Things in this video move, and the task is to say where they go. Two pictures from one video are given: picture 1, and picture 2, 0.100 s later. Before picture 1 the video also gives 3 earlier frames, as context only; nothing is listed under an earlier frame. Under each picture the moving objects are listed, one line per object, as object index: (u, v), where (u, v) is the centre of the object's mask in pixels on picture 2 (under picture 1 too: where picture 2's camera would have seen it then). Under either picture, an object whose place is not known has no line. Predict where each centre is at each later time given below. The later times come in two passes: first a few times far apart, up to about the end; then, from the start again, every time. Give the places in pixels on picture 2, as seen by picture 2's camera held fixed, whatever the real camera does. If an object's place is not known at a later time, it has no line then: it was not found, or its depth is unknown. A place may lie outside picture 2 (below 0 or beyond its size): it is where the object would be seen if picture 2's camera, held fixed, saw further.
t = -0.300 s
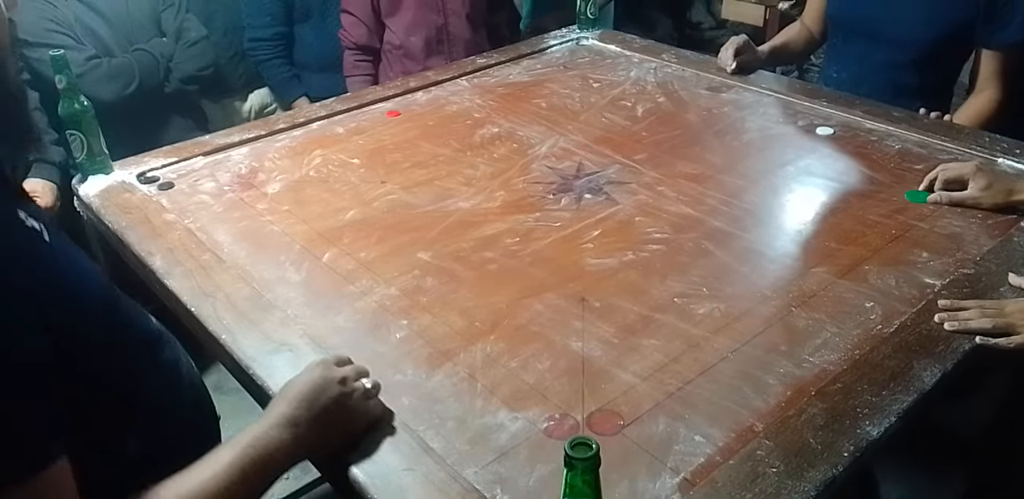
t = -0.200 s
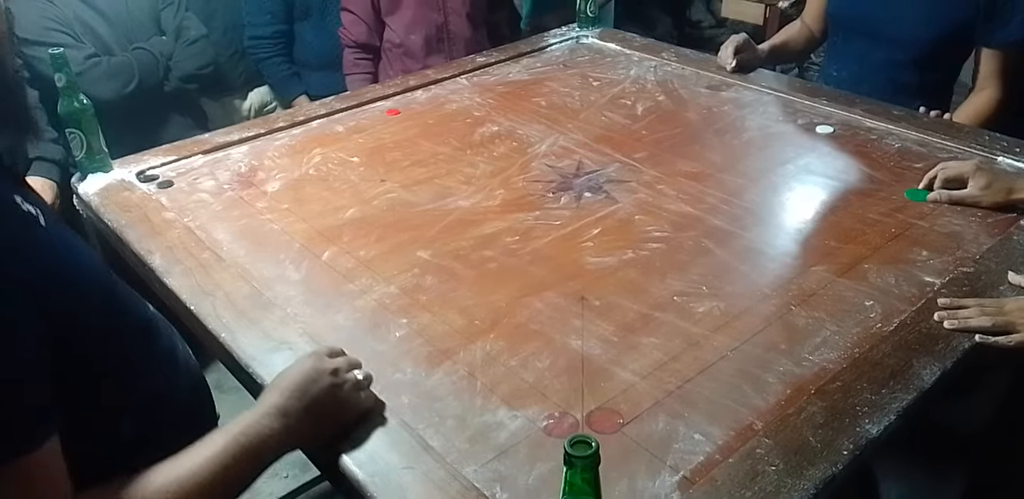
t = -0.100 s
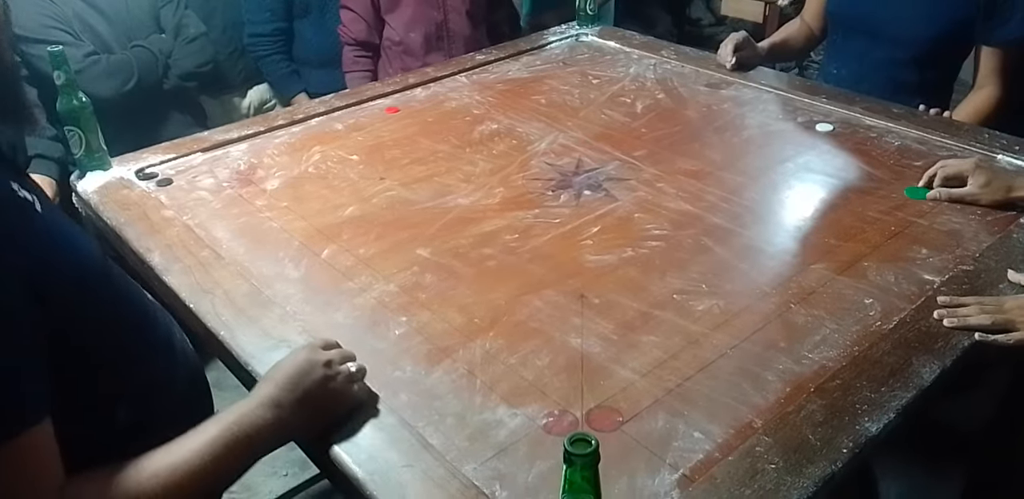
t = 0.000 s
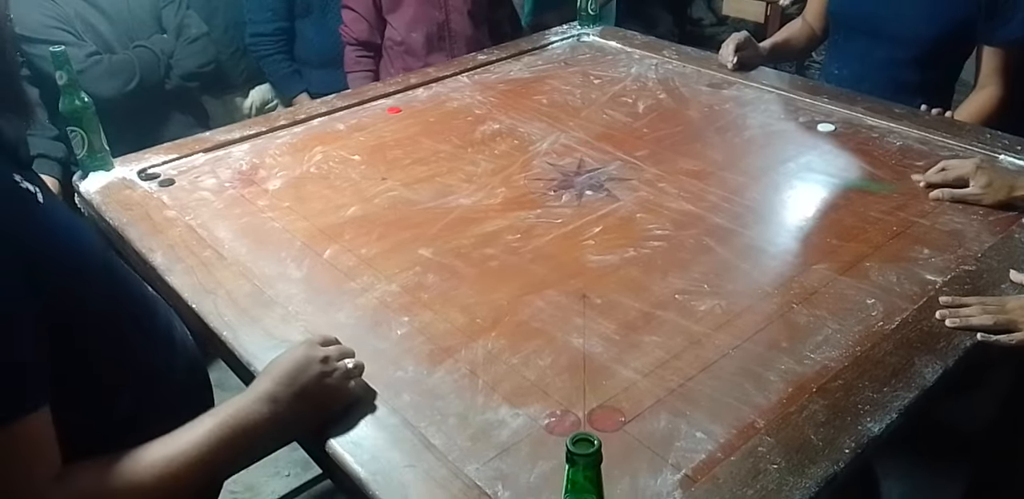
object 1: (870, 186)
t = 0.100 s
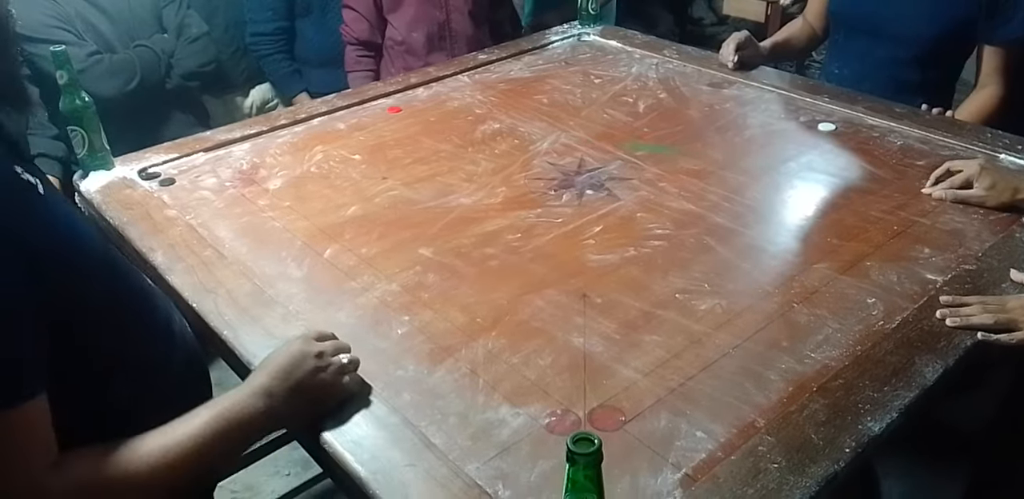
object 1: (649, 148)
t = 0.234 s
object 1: (440, 112)
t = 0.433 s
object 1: (478, 136)
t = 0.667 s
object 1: (612, 195)
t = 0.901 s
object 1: (747, 255)
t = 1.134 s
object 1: (860, 304)
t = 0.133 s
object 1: (589, 138)
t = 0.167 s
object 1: (535, 129)
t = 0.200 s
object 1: (488, 121)
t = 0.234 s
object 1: (440, 112)
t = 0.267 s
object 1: (400, 102)
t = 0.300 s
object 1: (407, 104)
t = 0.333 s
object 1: (424, 112)
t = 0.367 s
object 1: (442, 121)
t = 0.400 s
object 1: (461, 129)
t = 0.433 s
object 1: (478, 136)
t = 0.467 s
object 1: (498, 145)
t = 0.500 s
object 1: (516, 153)
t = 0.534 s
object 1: (535, 162)
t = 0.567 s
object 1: (555, 170)
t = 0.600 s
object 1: (572, 179)
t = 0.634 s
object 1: (593, 187)
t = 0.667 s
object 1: (612, 195)
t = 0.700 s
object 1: (632, 205)
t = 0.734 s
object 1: (652, 213)
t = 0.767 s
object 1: (672, 222)
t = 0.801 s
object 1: (691, 230)
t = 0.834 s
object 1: (710, 239)
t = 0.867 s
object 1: (729, 246)
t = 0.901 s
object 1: (747, 255)
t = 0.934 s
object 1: (766, 263)
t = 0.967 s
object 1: (785, 271)
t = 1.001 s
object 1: (802, 278)
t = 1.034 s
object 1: (816, 285)
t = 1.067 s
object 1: (832, 291)
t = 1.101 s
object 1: (846, 298)
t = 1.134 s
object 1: (860, 304)
